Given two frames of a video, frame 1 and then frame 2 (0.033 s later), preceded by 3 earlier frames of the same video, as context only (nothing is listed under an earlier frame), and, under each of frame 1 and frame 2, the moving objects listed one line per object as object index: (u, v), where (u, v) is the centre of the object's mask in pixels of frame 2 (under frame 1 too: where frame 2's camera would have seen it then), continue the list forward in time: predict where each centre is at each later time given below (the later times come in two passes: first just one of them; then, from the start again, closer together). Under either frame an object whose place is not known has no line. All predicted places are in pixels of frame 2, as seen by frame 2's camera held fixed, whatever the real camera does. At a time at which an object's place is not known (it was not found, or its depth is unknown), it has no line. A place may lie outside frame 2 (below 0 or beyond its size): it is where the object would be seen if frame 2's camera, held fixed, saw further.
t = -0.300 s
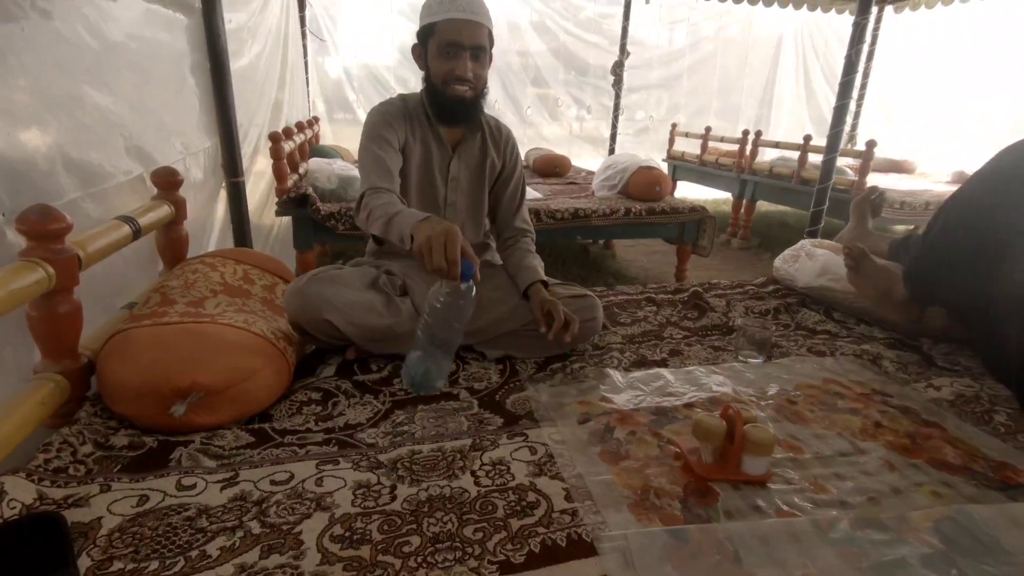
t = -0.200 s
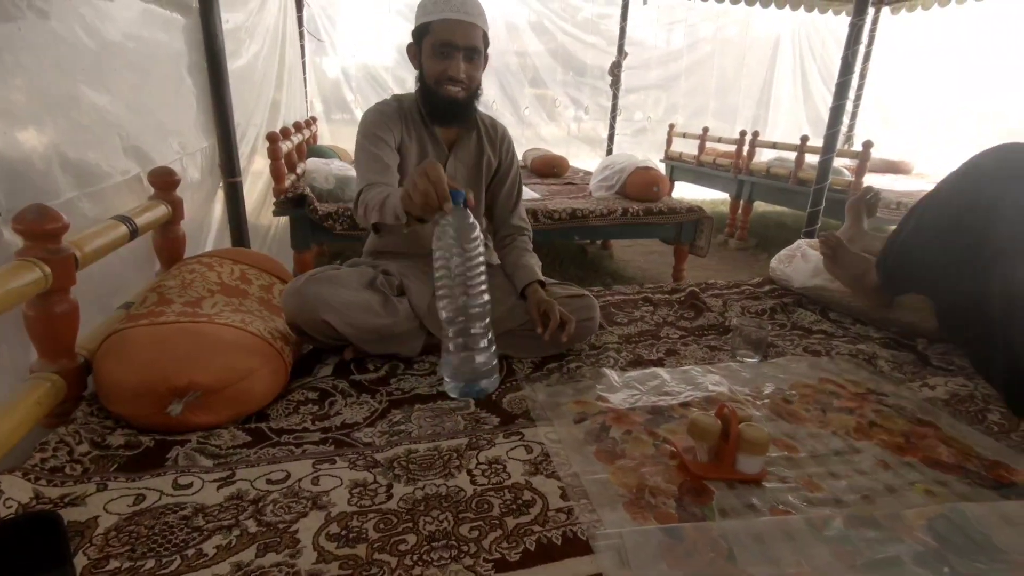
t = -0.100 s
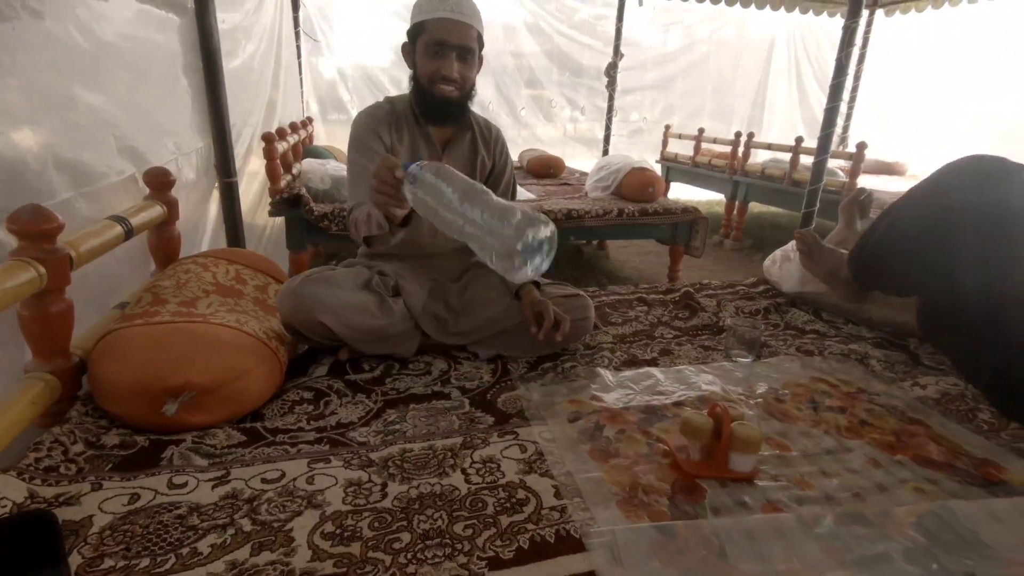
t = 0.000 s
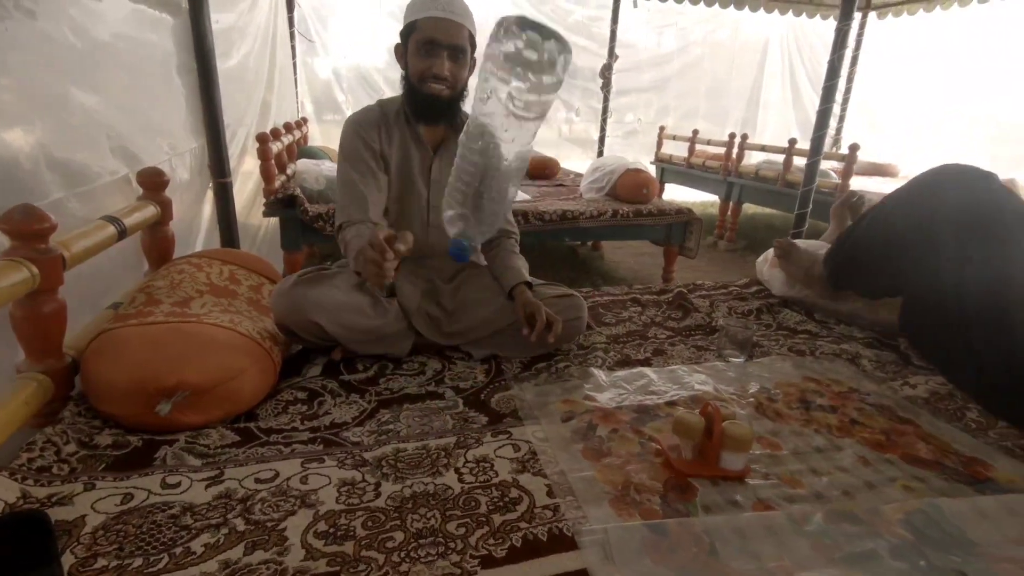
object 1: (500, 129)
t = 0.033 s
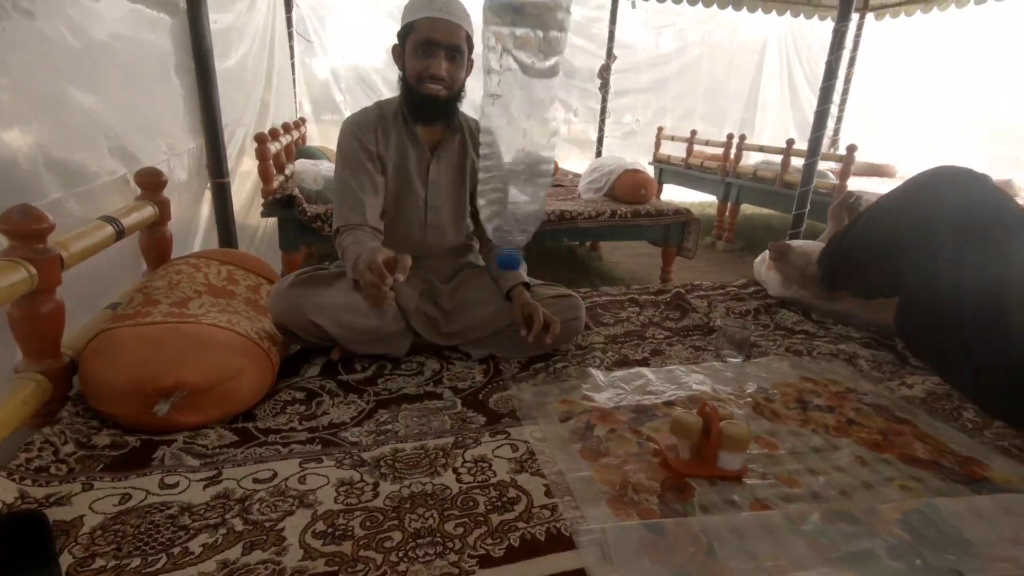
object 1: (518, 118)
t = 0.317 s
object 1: (583, 81)
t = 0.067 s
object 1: (550, 112)
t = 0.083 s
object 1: (572, 102)
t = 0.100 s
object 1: (595, 84)
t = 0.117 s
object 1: (624, 70)
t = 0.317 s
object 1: (583, 81)
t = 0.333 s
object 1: (593, 99)
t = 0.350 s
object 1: (600, 119)
